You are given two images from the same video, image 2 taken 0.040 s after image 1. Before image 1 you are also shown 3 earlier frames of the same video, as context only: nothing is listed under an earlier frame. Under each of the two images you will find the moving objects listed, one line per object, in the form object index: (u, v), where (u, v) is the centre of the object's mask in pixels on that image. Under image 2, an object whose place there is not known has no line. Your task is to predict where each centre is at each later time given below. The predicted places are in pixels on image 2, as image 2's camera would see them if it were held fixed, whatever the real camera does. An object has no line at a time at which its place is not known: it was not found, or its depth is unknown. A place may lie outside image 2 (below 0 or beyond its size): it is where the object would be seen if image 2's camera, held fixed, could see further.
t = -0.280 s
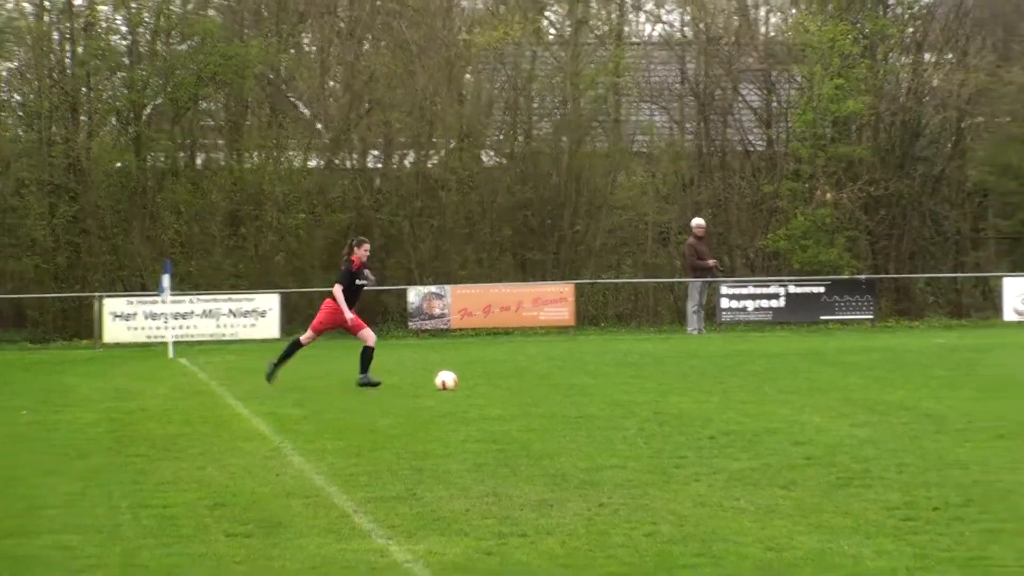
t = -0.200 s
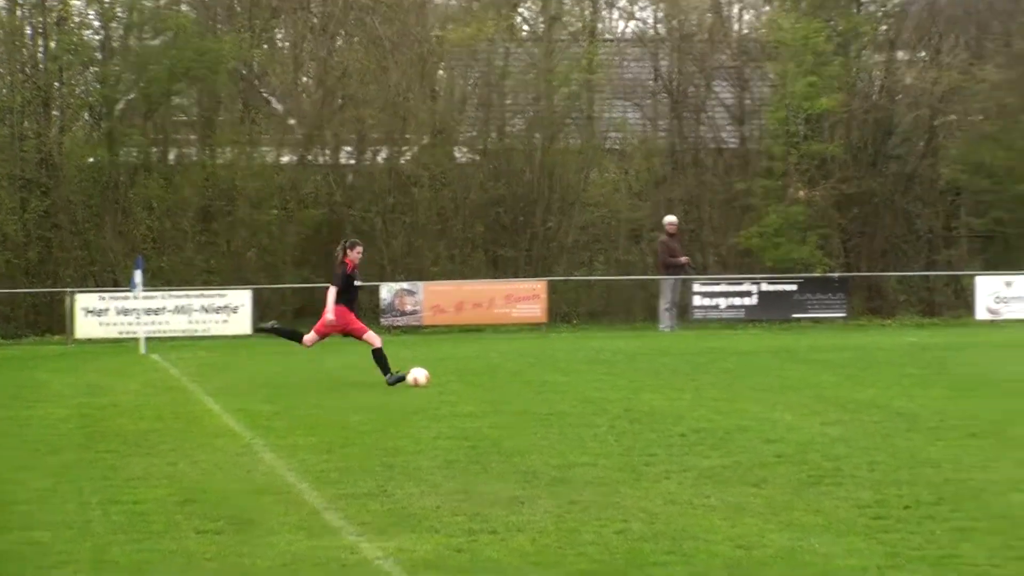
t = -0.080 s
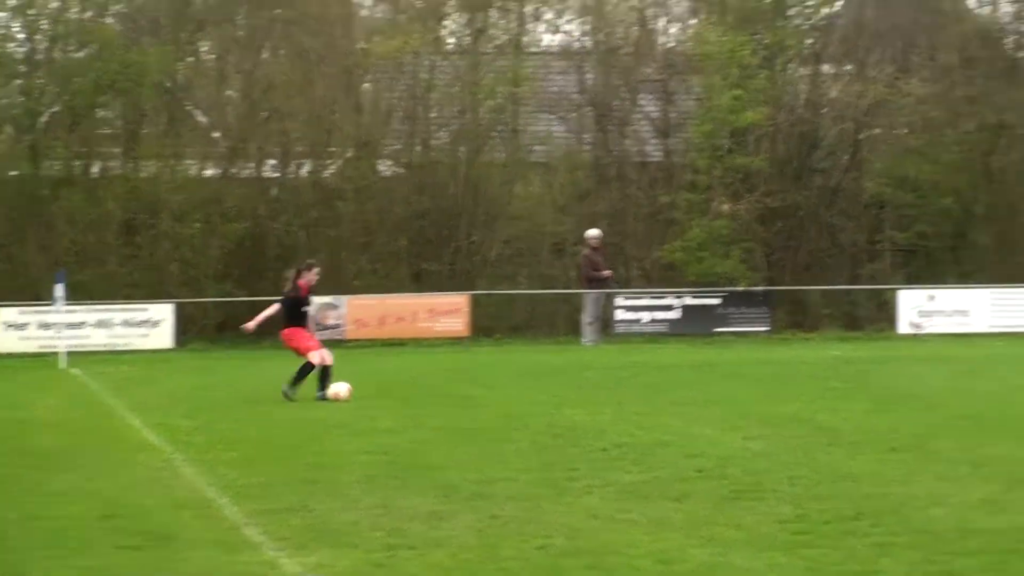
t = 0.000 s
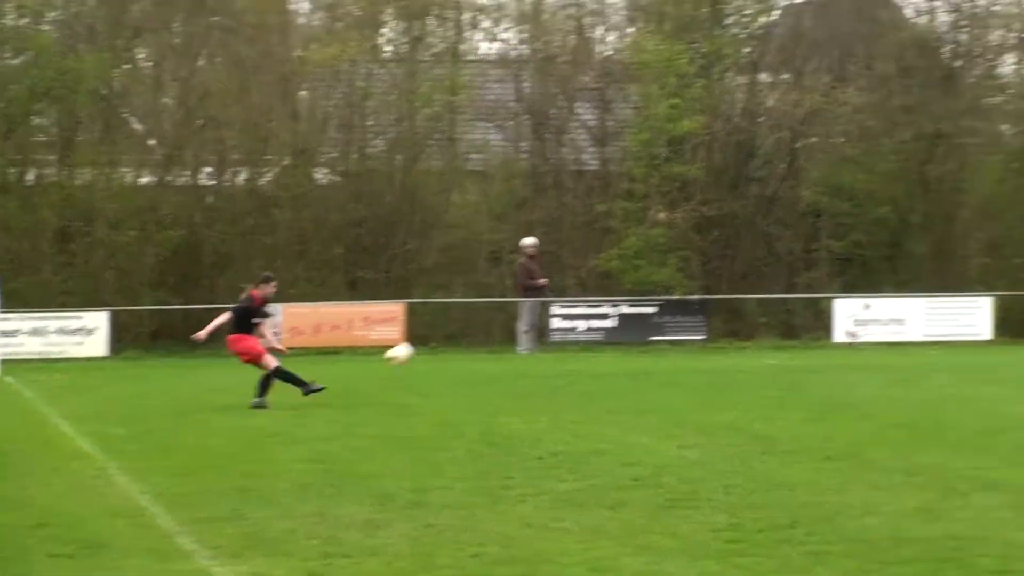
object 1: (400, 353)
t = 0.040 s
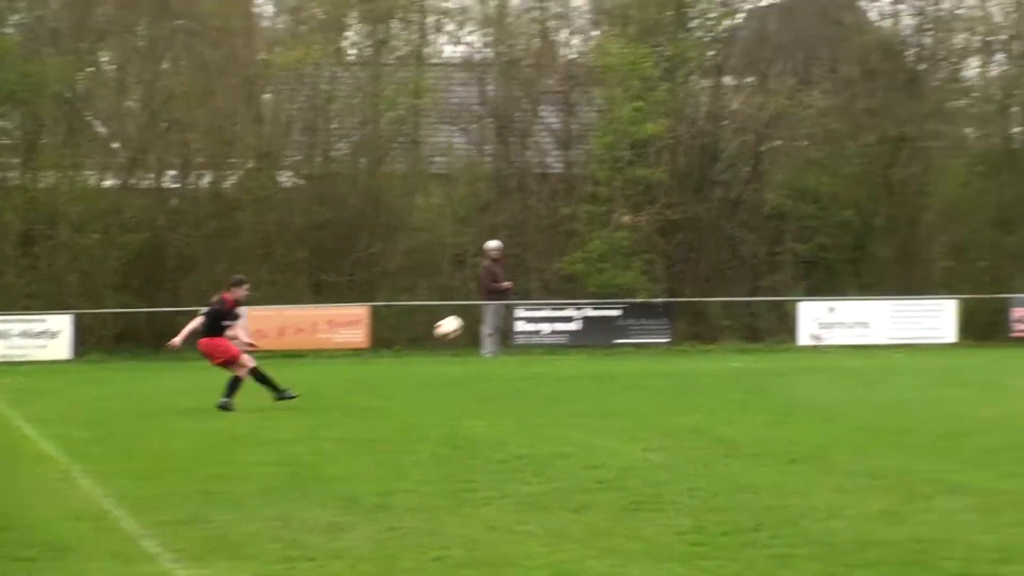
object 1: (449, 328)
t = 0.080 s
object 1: (531, 299)
